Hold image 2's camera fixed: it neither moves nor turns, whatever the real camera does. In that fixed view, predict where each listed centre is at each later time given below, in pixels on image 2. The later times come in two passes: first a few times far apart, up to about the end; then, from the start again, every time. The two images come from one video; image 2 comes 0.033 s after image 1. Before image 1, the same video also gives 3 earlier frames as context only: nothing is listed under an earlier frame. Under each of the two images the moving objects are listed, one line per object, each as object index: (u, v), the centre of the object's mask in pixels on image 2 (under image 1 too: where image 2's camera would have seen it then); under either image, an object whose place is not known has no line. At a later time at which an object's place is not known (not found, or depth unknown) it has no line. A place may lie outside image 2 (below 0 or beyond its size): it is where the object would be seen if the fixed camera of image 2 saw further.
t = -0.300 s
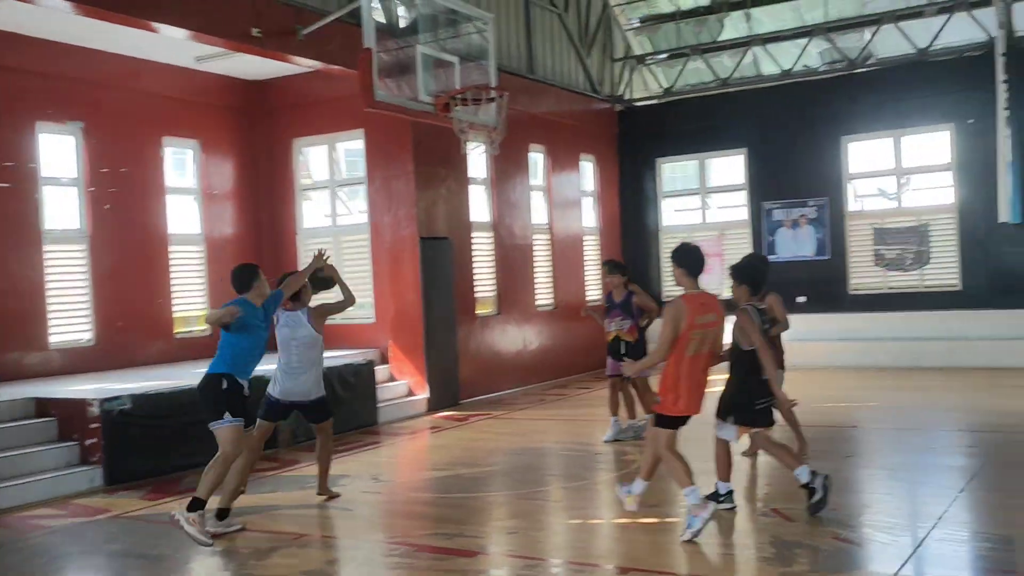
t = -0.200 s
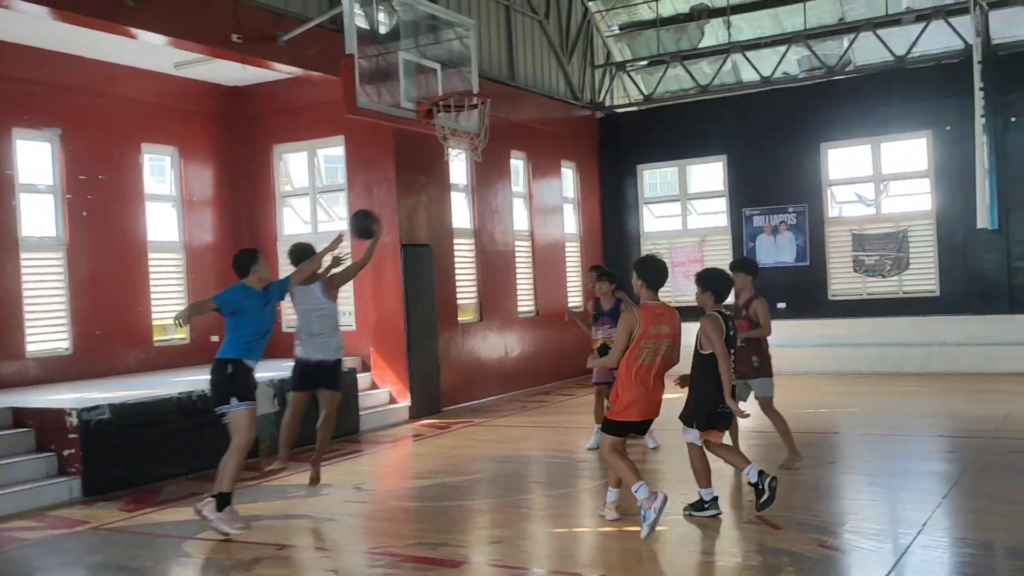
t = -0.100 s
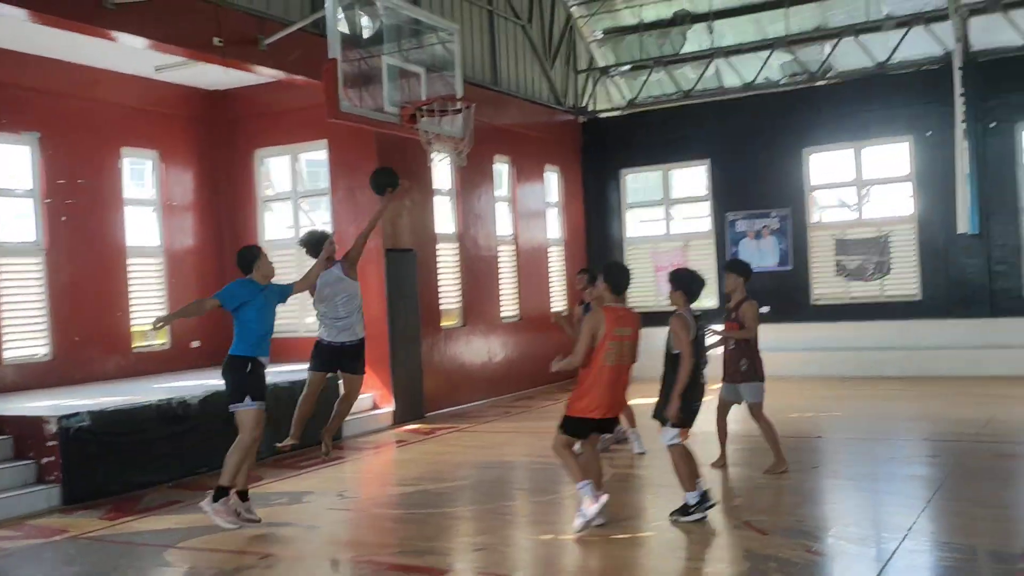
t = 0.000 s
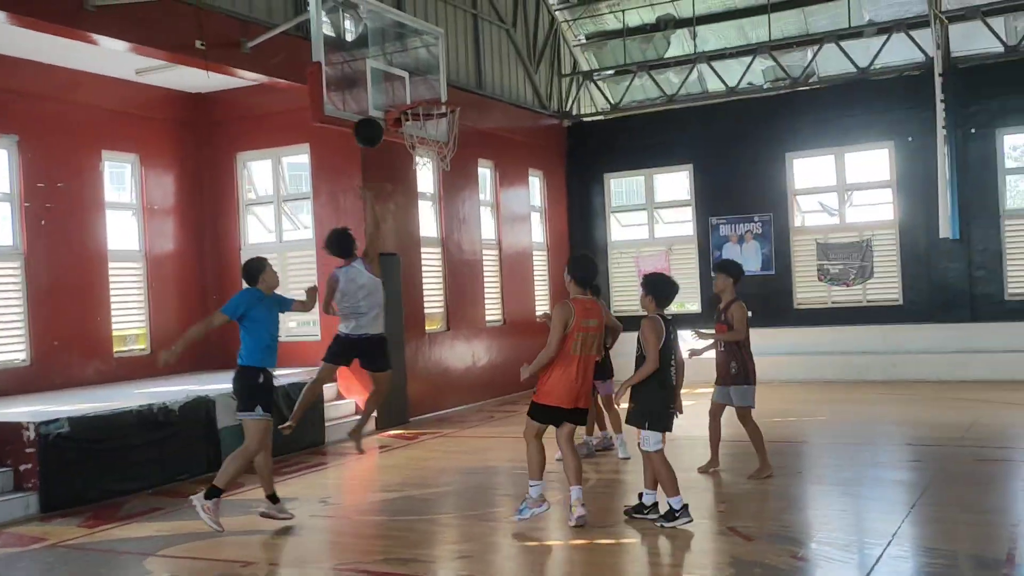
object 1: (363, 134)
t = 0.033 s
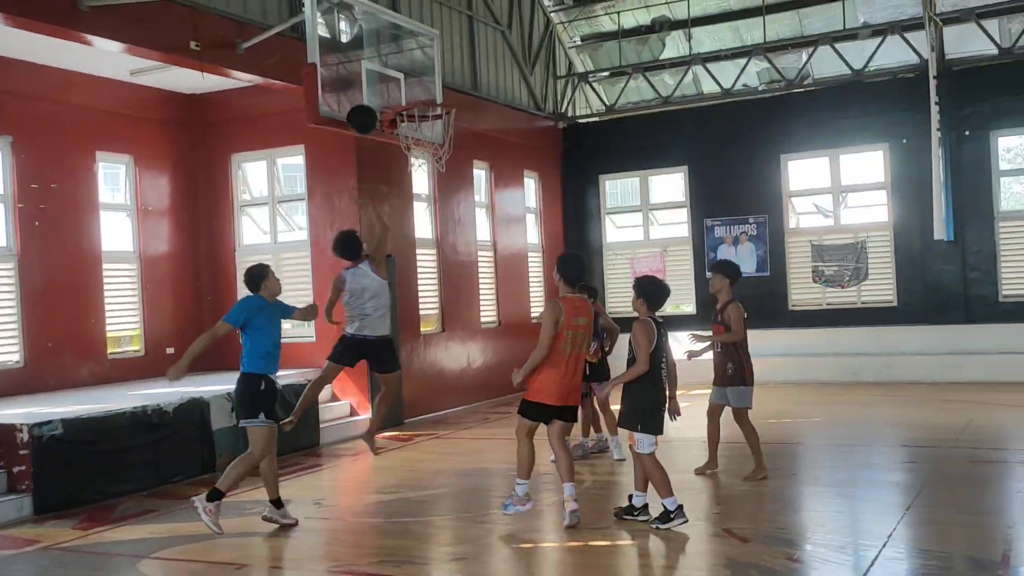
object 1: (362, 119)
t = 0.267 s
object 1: (391, 98)
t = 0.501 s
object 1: (378, 103)
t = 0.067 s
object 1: (361, 107)
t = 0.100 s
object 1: (361, 96)
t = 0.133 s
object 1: (367, 94)
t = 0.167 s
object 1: (373, 92)
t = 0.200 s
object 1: (379, 93)
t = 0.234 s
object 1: (386, 94)
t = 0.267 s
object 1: (391, 98)
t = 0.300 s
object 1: (391, 96)
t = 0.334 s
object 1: (389, 93)
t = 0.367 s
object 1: (386, 93)
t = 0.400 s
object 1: (384, 93)
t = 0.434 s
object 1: (382, 95)
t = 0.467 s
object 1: (380, 98)
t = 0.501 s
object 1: (378, 103)
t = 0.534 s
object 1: (376, 109)
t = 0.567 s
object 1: (374, 116)
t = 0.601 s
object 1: (372, 125)
